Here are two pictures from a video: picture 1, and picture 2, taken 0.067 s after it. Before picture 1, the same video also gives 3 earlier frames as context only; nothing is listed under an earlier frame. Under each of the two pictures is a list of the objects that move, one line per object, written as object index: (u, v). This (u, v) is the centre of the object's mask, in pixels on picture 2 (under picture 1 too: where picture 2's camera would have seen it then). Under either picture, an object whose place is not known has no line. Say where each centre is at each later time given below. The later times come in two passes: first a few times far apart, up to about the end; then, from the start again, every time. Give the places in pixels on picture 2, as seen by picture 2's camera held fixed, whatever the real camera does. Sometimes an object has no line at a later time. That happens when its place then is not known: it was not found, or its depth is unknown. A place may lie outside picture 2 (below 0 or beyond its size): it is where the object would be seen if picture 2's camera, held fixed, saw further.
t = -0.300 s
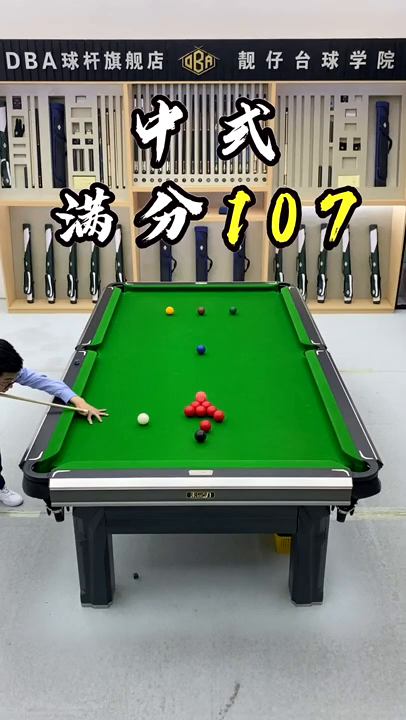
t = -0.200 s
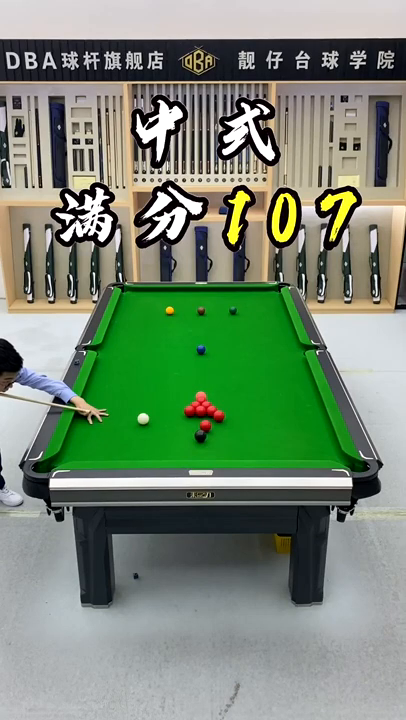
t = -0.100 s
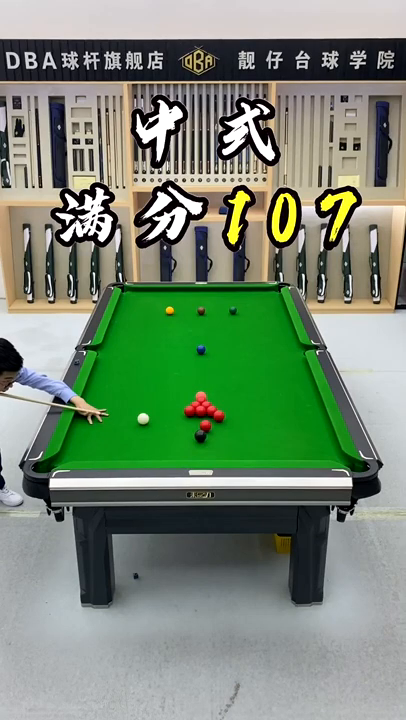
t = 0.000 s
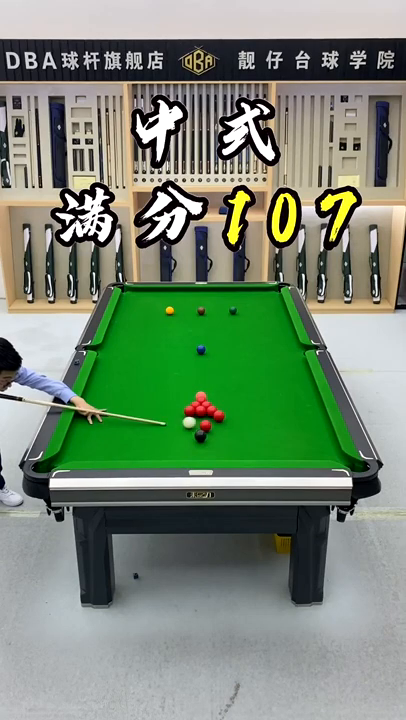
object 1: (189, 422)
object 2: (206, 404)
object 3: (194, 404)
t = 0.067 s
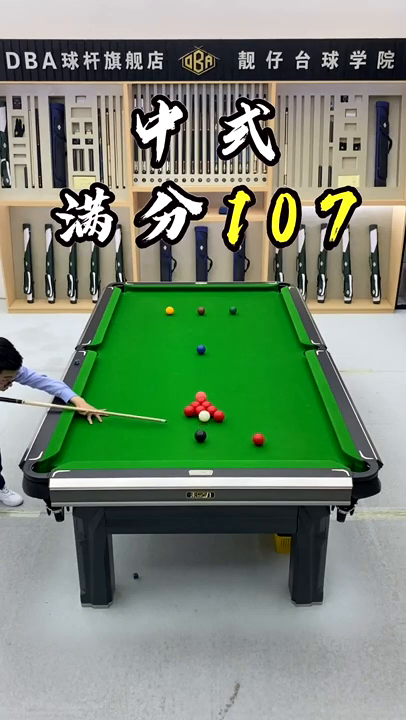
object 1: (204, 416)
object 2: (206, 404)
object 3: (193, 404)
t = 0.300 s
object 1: (192, 418)
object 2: (219, 399)
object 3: (187, 403)
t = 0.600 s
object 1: (164, 420)
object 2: (232, 391)
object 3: (179, 401)
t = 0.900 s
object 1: (137, 421)
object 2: (244, 384)
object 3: (174, 399)
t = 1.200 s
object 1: (114, 423)
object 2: (252, 379)
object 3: (171, 397)
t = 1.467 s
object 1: (96, 424)
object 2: (259, 375)
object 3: (170, 397)
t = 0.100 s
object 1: (207, 416)
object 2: (207, 404)
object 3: (193, 404)
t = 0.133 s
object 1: (207, 417)
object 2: (210, 403)
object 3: (192, 404)
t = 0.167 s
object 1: (205, 417)
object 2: (212, 402)
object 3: (192, 404)
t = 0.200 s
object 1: (202, 418)
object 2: (214, 401)
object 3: (191, 404)
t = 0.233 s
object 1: (199, 418)
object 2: (215, 400)
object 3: (190, 403)
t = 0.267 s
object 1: (196, 418)
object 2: (217, 400)
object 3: (189, 403)
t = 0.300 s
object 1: (192, 418)
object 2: (219, 399)
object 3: (187, 403)
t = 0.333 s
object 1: (189, 419)
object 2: (220, 398)
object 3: (186, 402)
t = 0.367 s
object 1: (185, 419)
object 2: (222, 397)
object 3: (185, 402)
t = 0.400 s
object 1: (182, 419)
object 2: (224, 396)
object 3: (184, 402)
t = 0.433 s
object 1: (180, 419)
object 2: (225, 395)
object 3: (183, 401)
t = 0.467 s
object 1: (175, 419)
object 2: (227, 394)
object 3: (183, 401)
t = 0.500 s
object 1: (173, 420)
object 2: (228, 393)
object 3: (182, 401)
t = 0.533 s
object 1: (170, 420)
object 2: (229, 393)
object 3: (181, 401)
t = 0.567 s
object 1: (166, 420)
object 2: (231, 392)
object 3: (180, 401)
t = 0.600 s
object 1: (164, 420)
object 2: (232, 391)
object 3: (179, 401)
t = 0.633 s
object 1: (161, 420)
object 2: (233, 390)
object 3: (179, 400)
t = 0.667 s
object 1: (157, 420)
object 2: (235, 389)
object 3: (178, 400)
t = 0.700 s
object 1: (155, 421)
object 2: (236, 389)
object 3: (177, 400)
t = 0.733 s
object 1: (152, 421)
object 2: (237, 388)
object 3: (177, 400)
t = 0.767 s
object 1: (148, 421)
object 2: (239, 387)
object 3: (176, 399)
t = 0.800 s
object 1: (146, 421)
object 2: (240, 386)
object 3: (176, 399)
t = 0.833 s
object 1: (144, 421)
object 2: (241, 386)
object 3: (175, 399)
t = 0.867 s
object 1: (141, 421)
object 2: (242, 385)
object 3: (174, 399)
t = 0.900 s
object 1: (137, 421)
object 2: (244, 384)
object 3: (174, 399)
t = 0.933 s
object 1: (135, 422)
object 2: (244, 384)
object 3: (173, 399)
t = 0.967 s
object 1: (133, 422)
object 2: (246, 383)
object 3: (173, 399)
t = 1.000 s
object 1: (129, 422)
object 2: (247, 382)
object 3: (172, 398)
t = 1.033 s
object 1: (127, 422)
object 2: (247, 382)
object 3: (172, 398)
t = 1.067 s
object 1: (125, 422)
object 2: (248, 381)
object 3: (172, 398)
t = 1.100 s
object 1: (122, 422)
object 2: (250, 380)
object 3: (171, 398)
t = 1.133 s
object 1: (119, 423)
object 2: (251, 380)
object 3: (171, 398)
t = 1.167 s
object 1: (117, 423)
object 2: (251, 379)
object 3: (171, 397)
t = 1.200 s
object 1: (114, 423)
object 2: (252, 379)
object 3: (171, 397)
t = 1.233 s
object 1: (112, 423)
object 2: (253, 378)
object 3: (171, 397)
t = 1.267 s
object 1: (110, 423)
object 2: (254, 378)
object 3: (170, 397)
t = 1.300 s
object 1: (107, 423)
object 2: (255, 377)
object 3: (170, 397)
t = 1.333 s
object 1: (104, 423)
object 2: (256, 377)
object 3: (170, 397)
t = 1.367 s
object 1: (102, 424)
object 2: (257, 376)
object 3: (170, 397)
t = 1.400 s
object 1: (100, 424)
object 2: (257, 376)
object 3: (170, 397)
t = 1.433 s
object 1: (98, 424)
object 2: (259, 375)
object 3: (170, 397)
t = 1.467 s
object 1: (96, 424)
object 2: (259, 375)
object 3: (170, 397)
